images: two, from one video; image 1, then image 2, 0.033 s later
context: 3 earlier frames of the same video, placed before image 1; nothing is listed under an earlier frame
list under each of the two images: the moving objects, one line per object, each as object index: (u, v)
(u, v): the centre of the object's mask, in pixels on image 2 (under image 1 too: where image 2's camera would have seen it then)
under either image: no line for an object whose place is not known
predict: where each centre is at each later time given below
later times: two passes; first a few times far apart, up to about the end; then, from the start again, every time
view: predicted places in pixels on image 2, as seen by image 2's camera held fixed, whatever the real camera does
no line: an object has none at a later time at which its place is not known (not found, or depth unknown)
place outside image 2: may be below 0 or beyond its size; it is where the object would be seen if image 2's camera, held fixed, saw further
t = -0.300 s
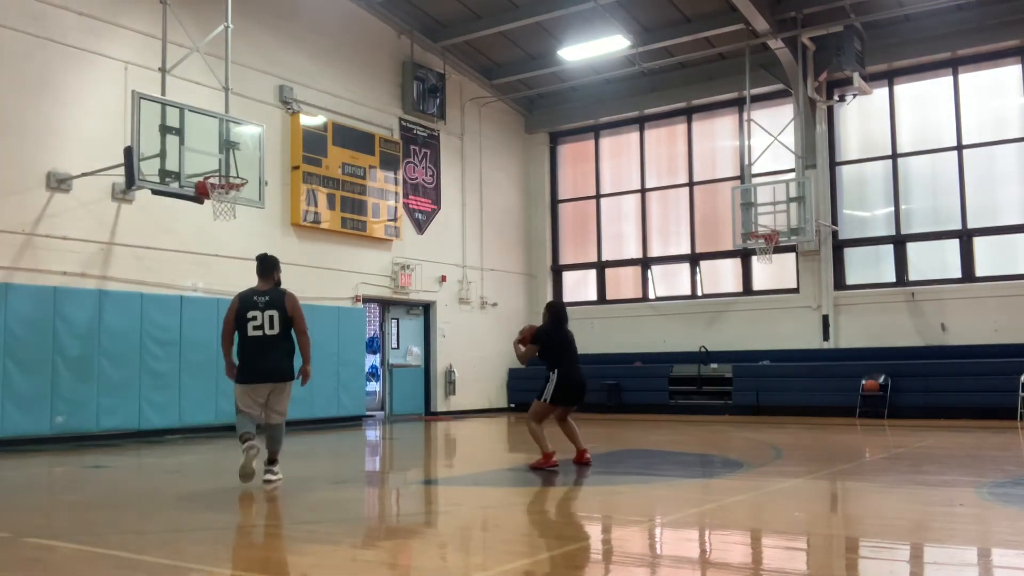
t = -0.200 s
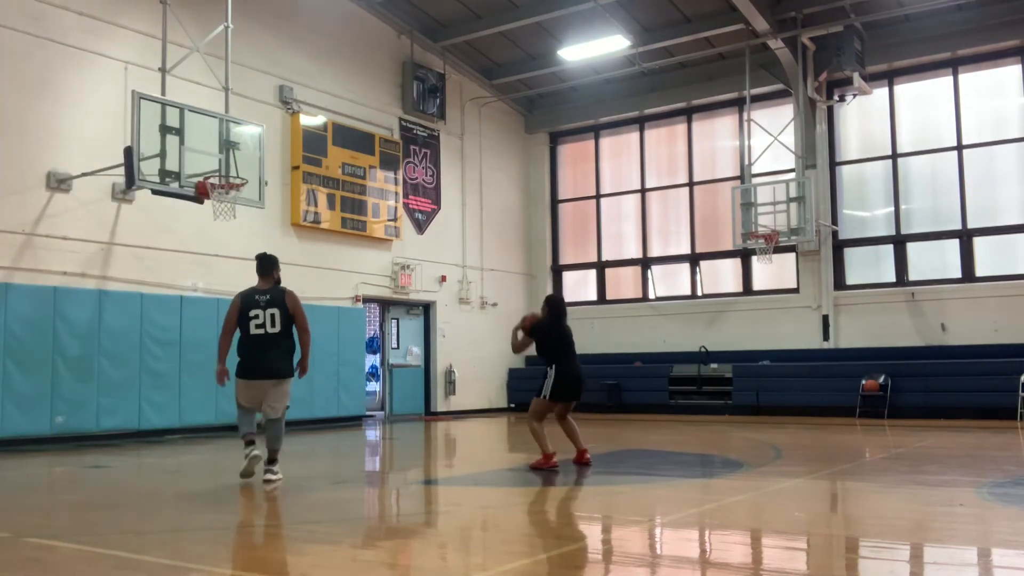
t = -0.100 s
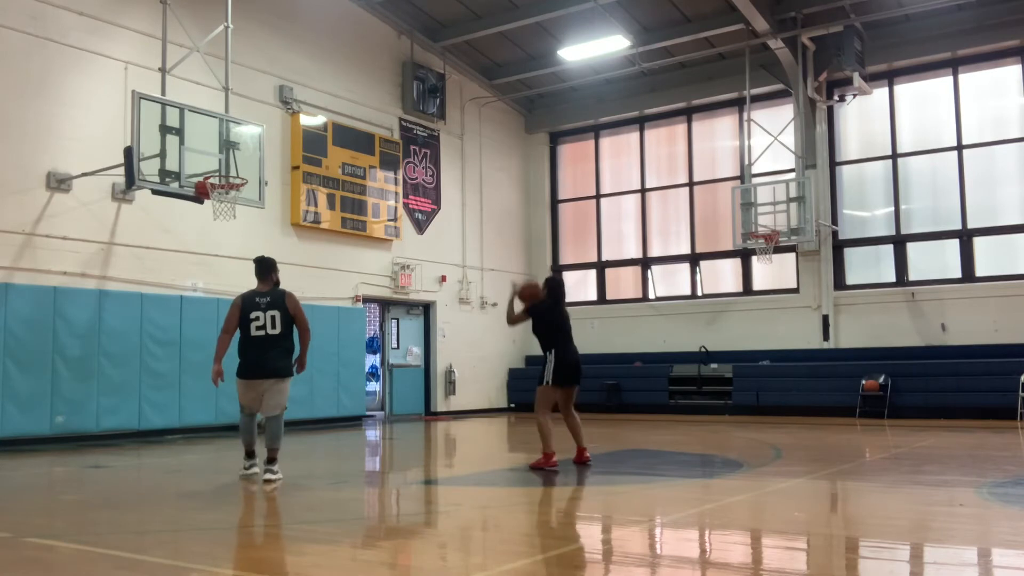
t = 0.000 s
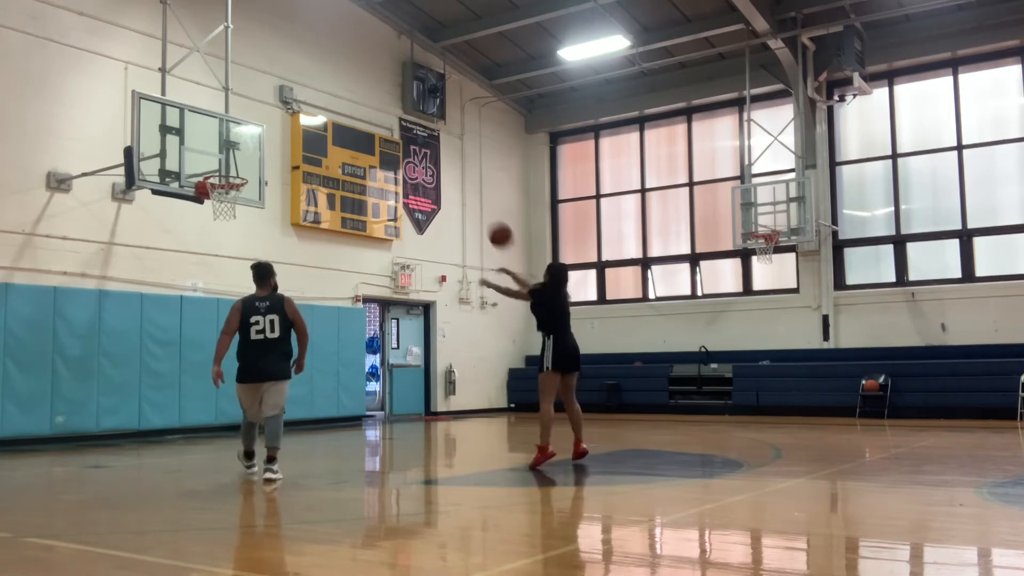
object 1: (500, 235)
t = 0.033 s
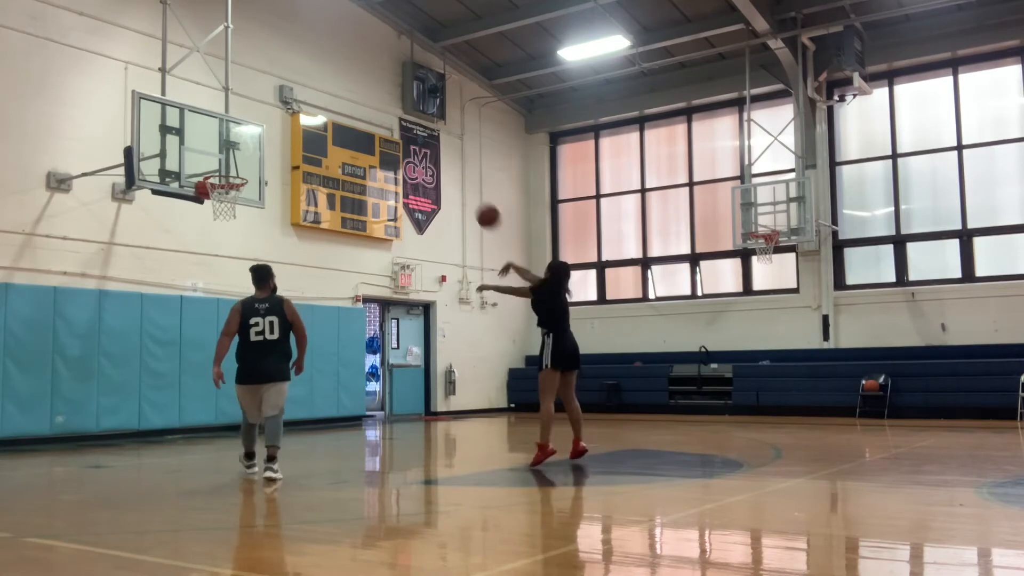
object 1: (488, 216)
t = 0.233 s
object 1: (420, 134)
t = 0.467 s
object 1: (350, 94)
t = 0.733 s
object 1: (280, 111)
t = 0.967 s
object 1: (224, 172)
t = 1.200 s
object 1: (212, 223)
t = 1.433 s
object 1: (213, 296)
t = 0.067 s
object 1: (476, 199)
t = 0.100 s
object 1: (464, 182)
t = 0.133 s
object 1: (453, 168)
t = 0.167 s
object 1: (442, 155)
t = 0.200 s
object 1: (430, 144)
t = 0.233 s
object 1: (420, 134)
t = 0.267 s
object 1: (409, 126)
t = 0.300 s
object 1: (398, 117)
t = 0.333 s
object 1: (388, 109)
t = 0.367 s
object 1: (379, 103)
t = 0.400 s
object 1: (369, 99)
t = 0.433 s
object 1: (359, 96)
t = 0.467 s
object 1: (350, 94)
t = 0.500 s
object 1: (341, 92)
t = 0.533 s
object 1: (332, 92)
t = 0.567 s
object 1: (323, 93)
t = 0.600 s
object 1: (314, 95)
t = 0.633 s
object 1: (305, 98)
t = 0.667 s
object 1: (296, 102)
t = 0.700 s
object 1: (288, 106)
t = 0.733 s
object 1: (280, 111)
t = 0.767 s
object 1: (272, 118)
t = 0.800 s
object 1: (264, 125)
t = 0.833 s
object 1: (256, 133)
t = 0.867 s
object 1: (248, 142)
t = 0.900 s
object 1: (240, 152)
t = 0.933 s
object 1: (233, 162)
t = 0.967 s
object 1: (224, 172)
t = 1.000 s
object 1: (218, 185)
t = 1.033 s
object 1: (211, 195)
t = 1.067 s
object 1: (211, 199)
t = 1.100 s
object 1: (211, 201)
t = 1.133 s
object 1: (211, 210)
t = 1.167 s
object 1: (212, 216)
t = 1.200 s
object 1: (212, 223)
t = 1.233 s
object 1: (212, 231)
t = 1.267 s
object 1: (213, 240)
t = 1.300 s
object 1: (213, 250)
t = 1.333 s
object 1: (213, 260)
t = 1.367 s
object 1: (213, 271)
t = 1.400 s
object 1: (213, 283)
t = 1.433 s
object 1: (213, 296)
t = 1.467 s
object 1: (213, 311)
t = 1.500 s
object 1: (213, 325)
